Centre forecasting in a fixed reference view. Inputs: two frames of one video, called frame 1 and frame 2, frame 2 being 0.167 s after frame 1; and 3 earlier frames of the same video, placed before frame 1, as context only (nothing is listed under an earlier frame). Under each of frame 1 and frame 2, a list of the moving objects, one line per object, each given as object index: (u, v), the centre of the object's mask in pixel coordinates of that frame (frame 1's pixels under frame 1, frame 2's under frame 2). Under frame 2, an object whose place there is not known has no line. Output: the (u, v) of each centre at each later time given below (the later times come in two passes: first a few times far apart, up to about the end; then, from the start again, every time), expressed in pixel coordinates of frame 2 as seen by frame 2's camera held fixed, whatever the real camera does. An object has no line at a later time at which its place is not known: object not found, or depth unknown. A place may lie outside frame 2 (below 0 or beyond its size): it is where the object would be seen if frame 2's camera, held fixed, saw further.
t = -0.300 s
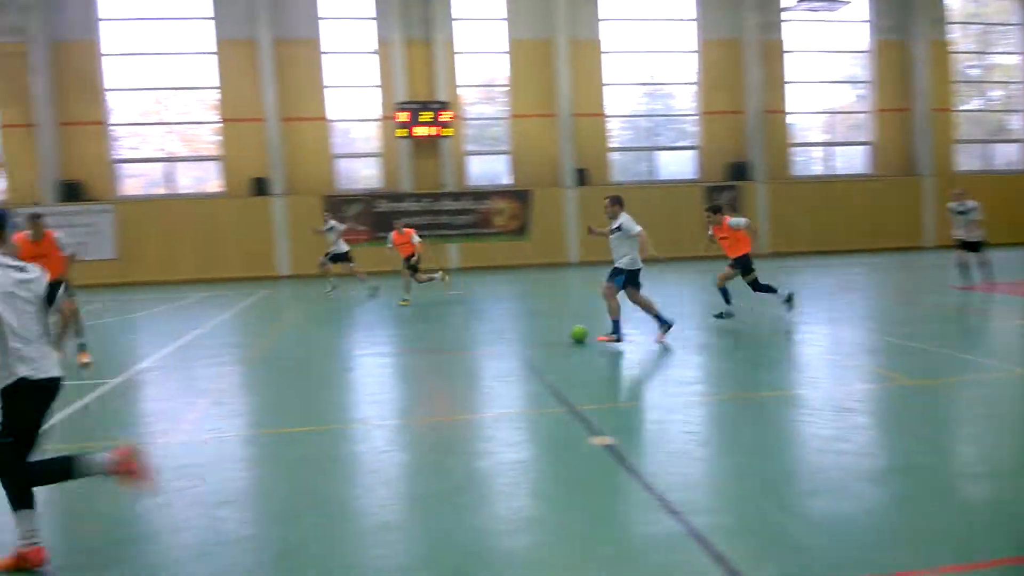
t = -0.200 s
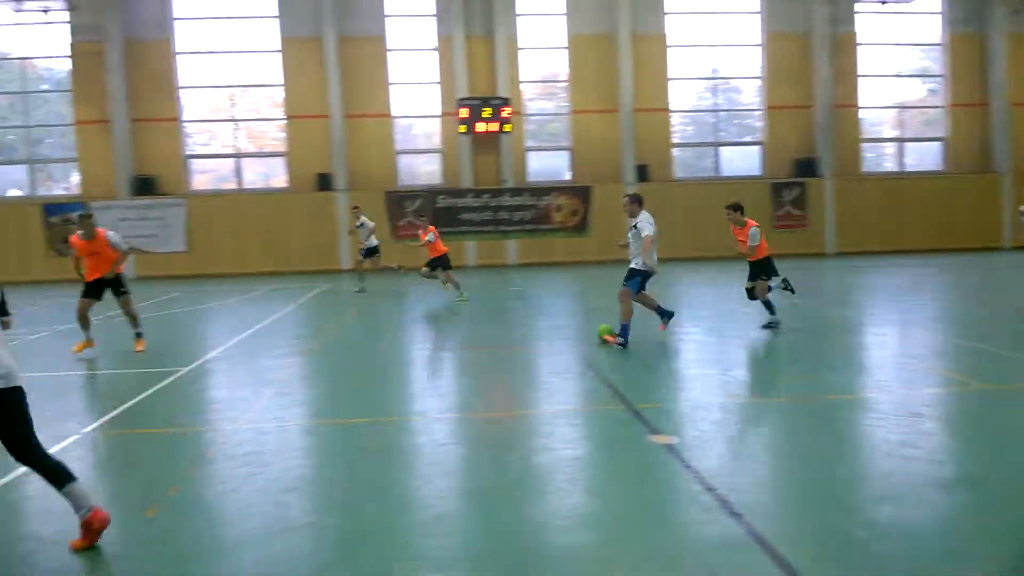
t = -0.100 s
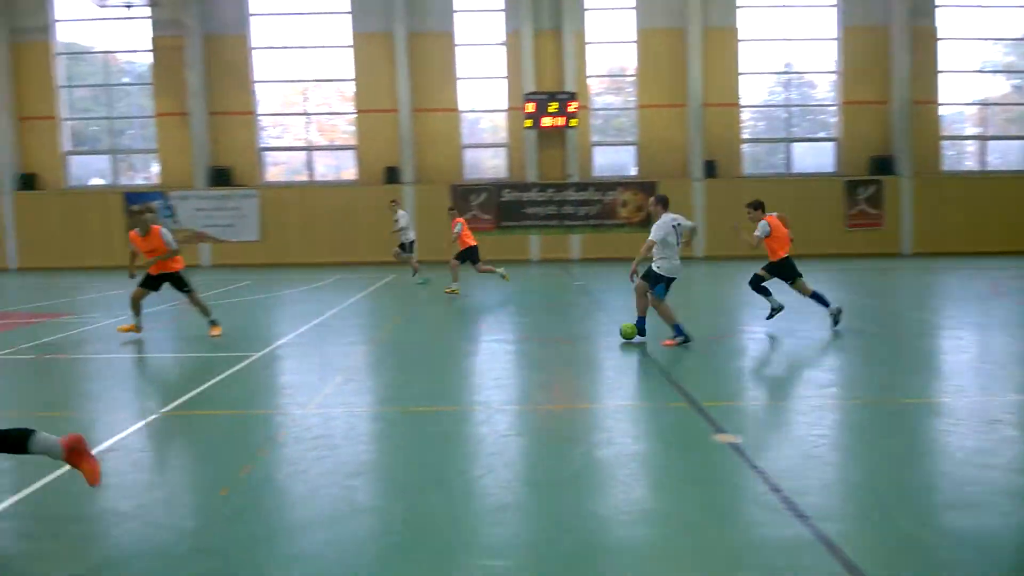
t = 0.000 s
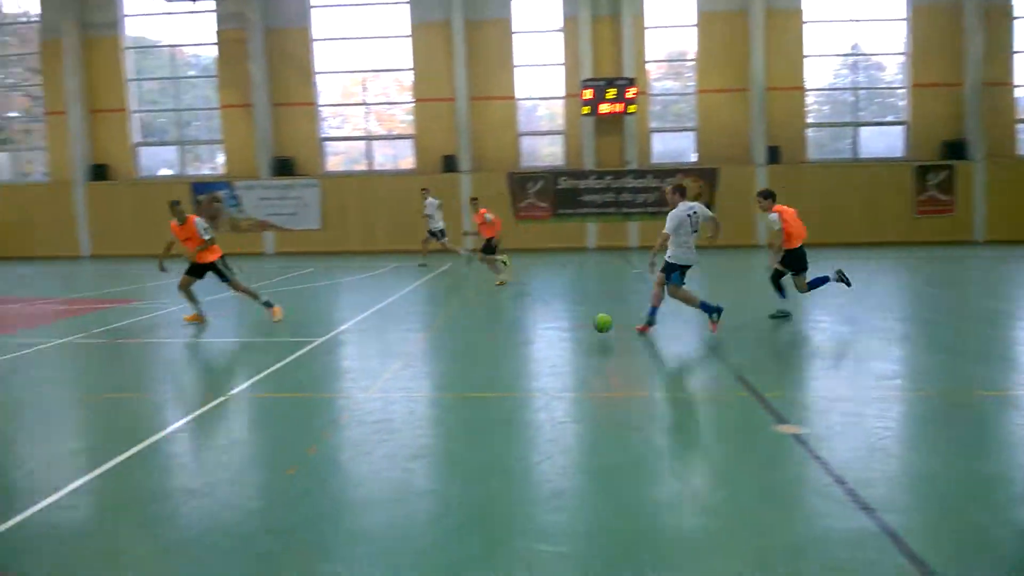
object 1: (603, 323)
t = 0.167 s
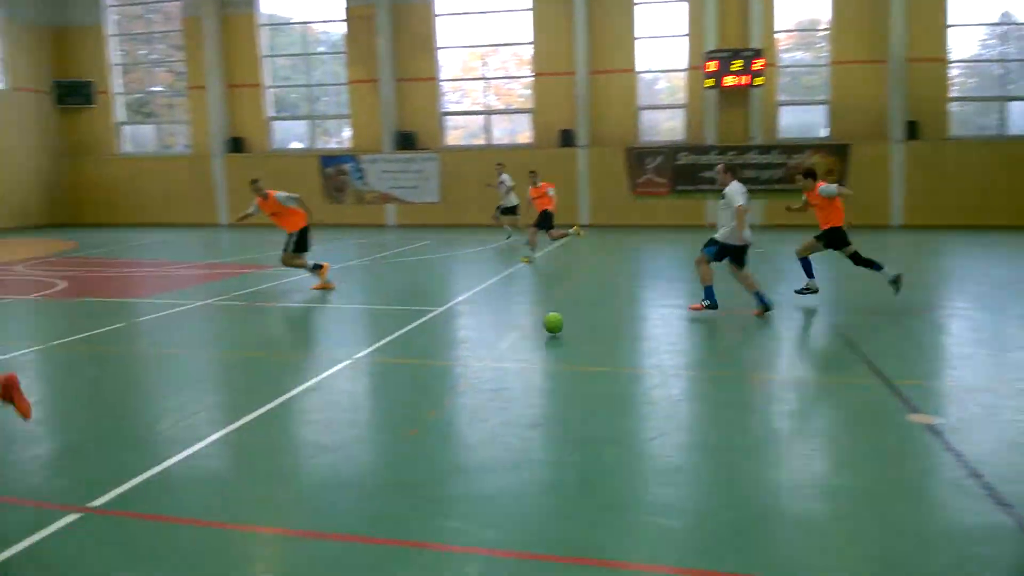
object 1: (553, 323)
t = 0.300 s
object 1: (415, 333)
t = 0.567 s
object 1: (118, 361)
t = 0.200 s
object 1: (520, 324)
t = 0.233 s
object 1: (486, 326)
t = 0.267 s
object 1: (451, 328)
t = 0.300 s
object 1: (415, 333)
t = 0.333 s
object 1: (378, 341)
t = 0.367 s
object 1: (342, 343)
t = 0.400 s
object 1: (306, 345)
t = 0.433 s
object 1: (269, 348)
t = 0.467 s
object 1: (232, 353)
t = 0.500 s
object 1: (195, 354)
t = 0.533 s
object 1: (157, 357)
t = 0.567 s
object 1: (118, 361)
